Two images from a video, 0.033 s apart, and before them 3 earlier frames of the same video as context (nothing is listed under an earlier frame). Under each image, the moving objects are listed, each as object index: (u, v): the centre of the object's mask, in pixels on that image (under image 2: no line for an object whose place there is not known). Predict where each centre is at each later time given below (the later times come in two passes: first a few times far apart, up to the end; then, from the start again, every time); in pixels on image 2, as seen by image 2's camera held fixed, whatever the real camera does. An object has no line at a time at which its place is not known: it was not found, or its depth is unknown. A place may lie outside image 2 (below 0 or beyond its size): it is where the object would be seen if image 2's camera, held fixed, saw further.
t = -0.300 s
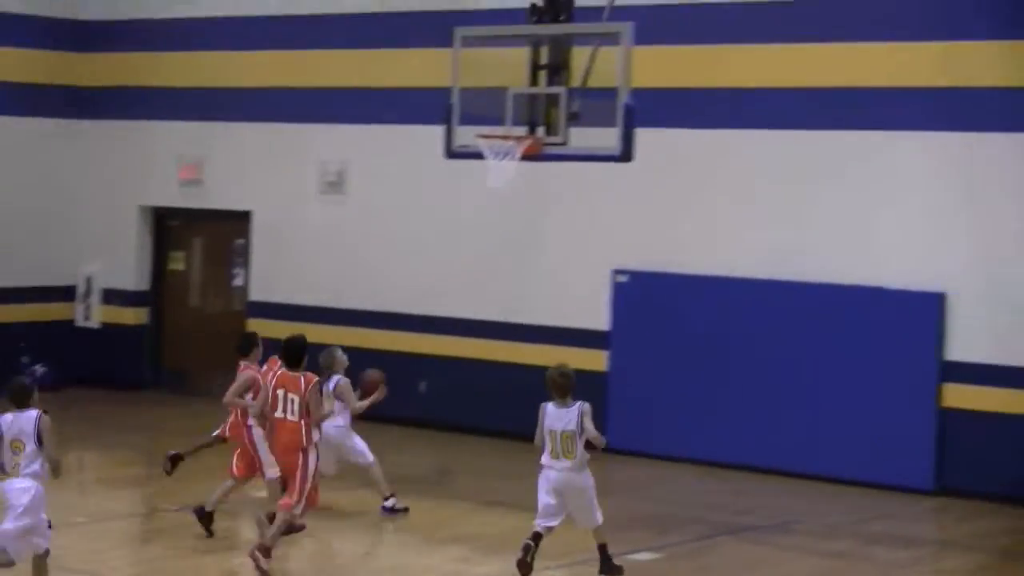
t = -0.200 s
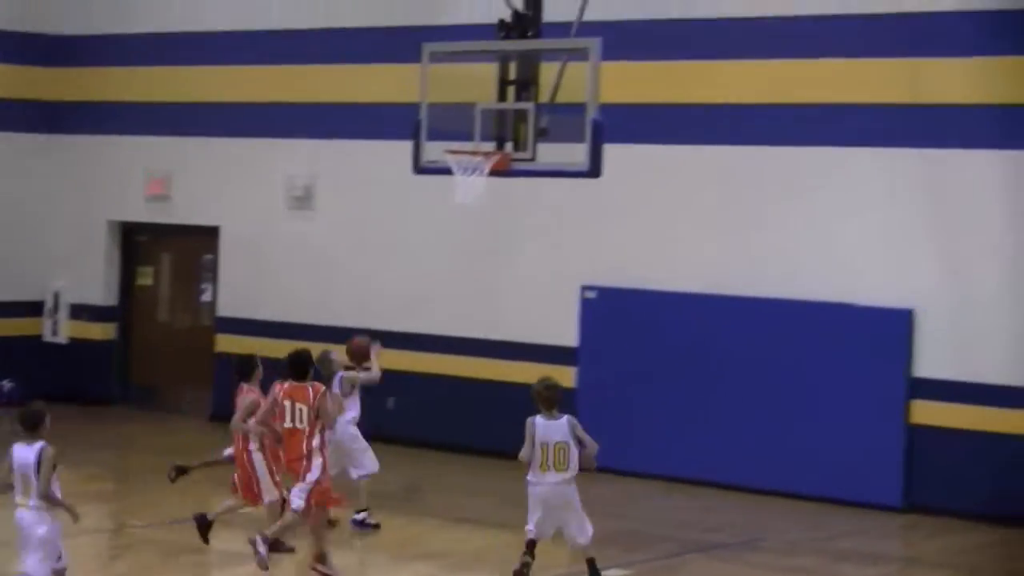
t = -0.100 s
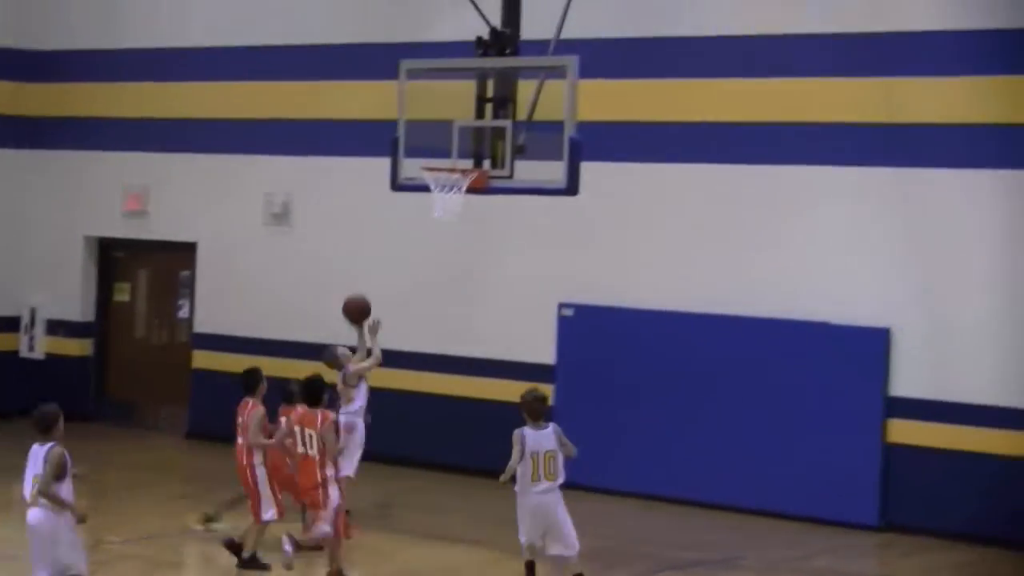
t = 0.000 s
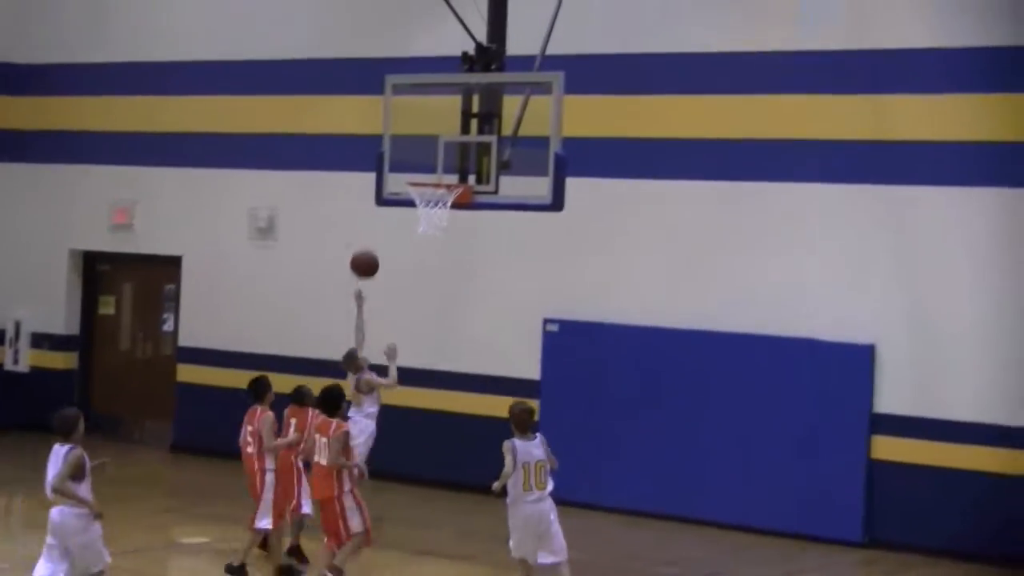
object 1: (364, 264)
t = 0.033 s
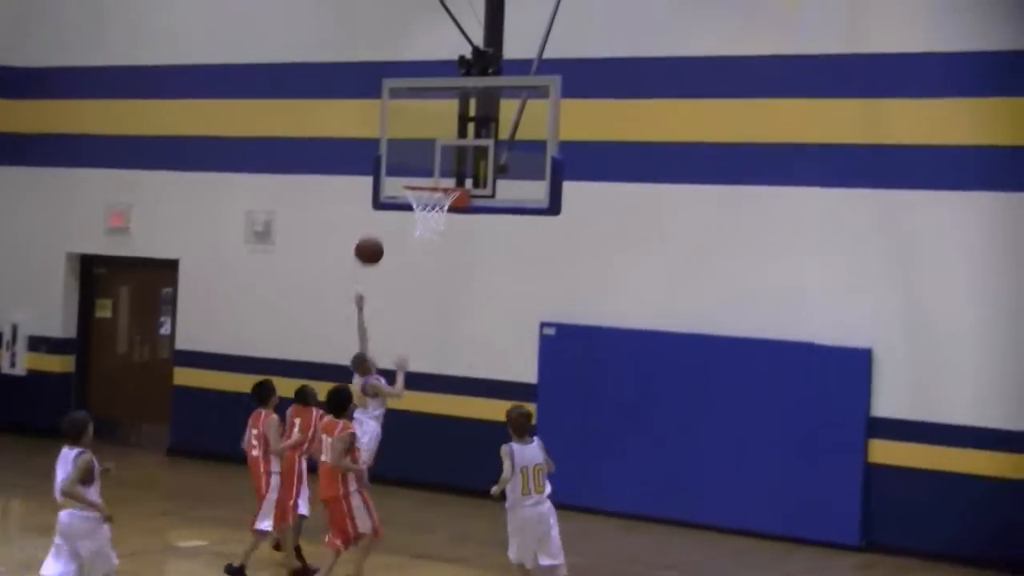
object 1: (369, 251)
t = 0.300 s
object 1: (428, 162)
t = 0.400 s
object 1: (424, 157)
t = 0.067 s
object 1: (377, 235)
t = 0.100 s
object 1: (384, 221)
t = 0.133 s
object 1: (391, 208)
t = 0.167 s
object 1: (396, 197)
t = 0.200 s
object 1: (406, 184)
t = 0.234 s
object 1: (414, 174)
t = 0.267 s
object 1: (422, 168)
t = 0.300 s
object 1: (428, 162)
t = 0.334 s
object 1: (426, 159)
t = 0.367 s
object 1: (425, 158)
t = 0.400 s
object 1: (424, 157)
